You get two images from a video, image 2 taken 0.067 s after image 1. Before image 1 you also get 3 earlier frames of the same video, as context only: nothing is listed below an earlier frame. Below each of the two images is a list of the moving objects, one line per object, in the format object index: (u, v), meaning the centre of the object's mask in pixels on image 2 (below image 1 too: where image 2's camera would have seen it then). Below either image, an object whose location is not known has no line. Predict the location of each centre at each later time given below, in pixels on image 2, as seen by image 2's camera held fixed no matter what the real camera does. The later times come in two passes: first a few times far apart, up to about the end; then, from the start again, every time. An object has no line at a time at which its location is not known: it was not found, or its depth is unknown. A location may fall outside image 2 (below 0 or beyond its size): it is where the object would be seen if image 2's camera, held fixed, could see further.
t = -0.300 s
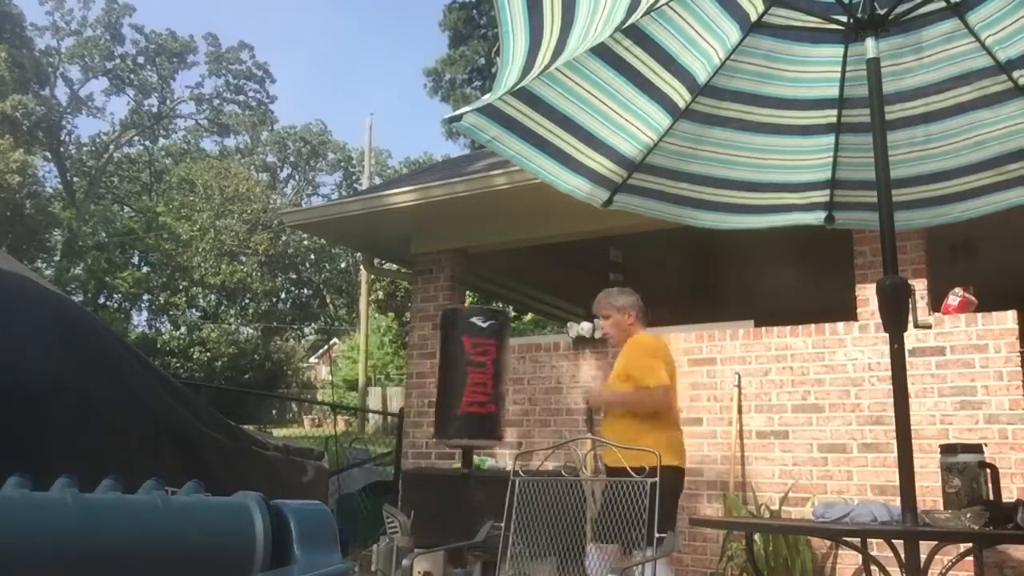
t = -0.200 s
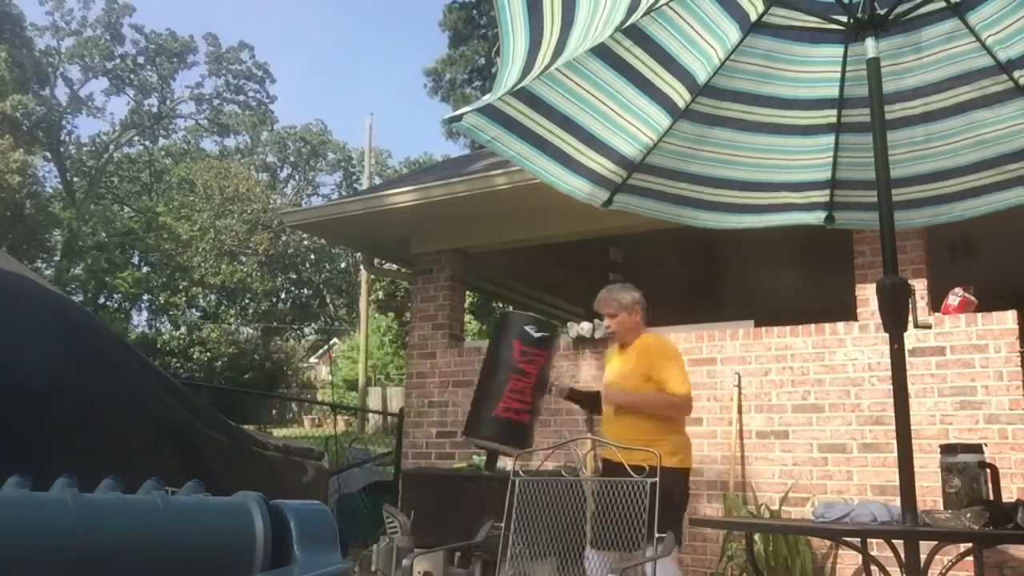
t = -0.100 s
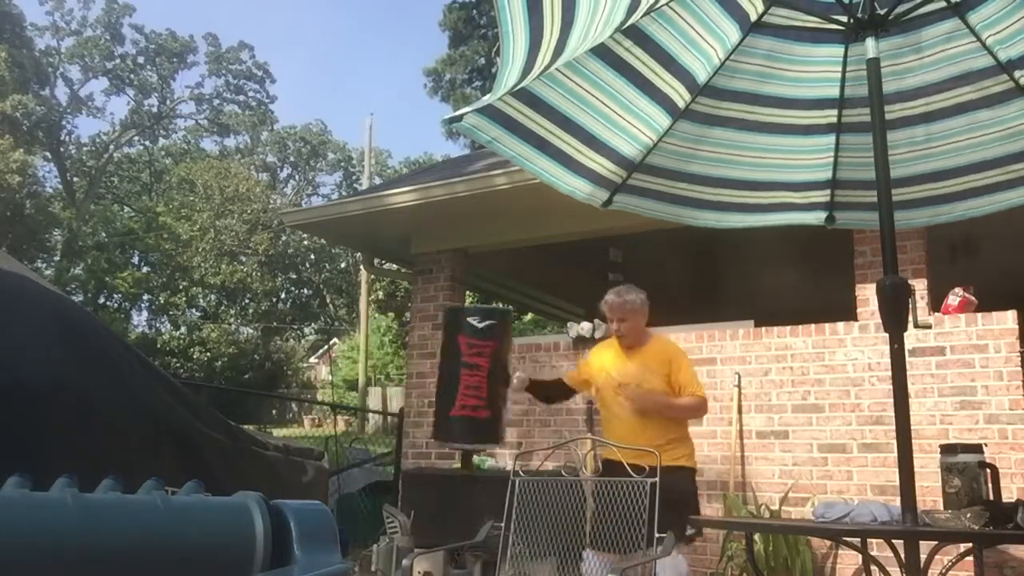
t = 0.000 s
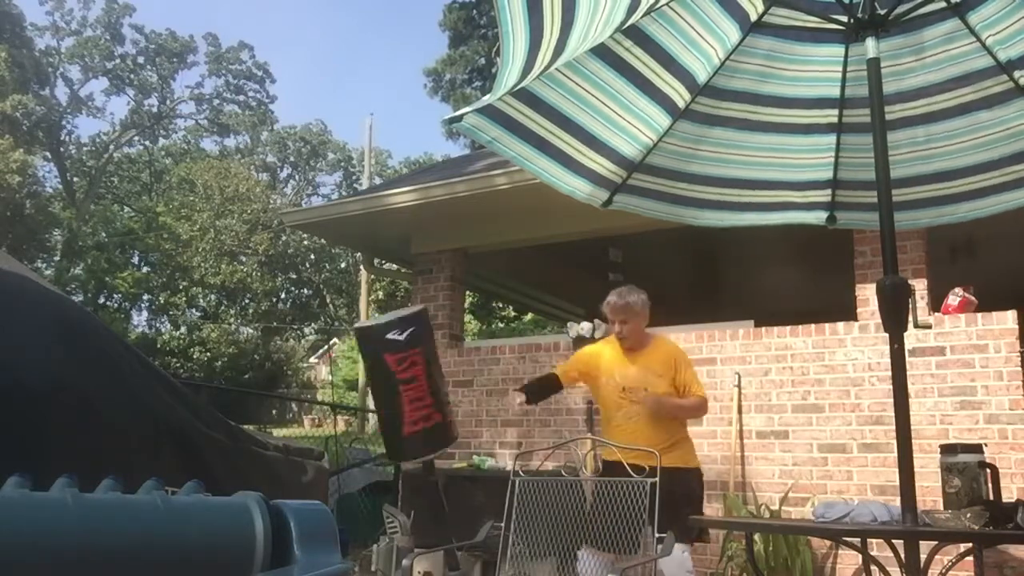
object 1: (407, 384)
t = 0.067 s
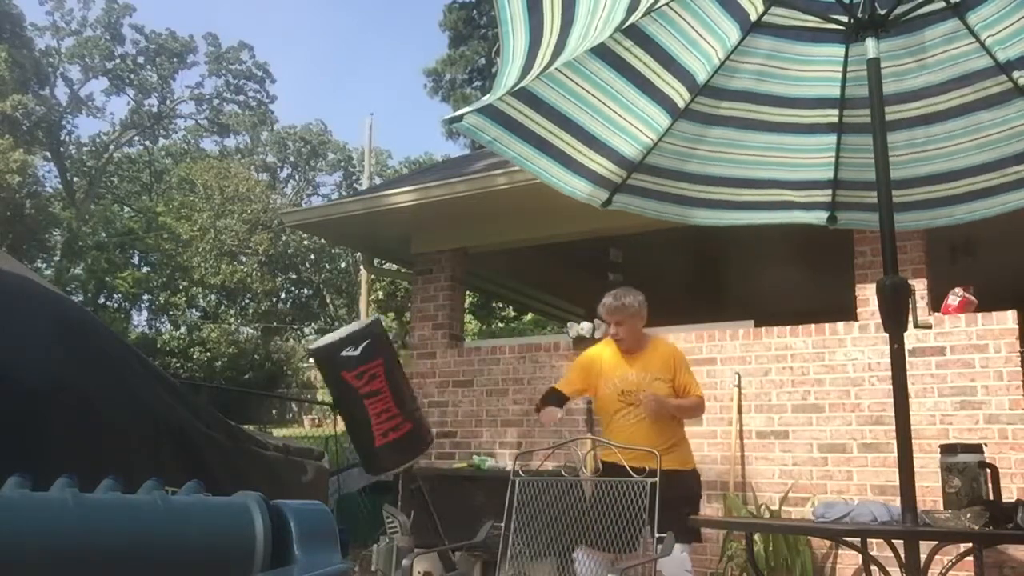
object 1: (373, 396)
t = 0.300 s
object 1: (378, 391)
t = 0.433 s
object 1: (448, 380)
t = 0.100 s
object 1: (361, 401)
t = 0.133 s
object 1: (354, 404)
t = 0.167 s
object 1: (351, 405)
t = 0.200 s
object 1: (353, 404)
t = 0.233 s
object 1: (357, 401)
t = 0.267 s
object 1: (366, 396)
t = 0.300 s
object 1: (378, 391)
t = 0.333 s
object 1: (393, 387)
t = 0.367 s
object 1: (410, 382)
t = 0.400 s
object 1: (429, 381)
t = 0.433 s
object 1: (448, 380)
